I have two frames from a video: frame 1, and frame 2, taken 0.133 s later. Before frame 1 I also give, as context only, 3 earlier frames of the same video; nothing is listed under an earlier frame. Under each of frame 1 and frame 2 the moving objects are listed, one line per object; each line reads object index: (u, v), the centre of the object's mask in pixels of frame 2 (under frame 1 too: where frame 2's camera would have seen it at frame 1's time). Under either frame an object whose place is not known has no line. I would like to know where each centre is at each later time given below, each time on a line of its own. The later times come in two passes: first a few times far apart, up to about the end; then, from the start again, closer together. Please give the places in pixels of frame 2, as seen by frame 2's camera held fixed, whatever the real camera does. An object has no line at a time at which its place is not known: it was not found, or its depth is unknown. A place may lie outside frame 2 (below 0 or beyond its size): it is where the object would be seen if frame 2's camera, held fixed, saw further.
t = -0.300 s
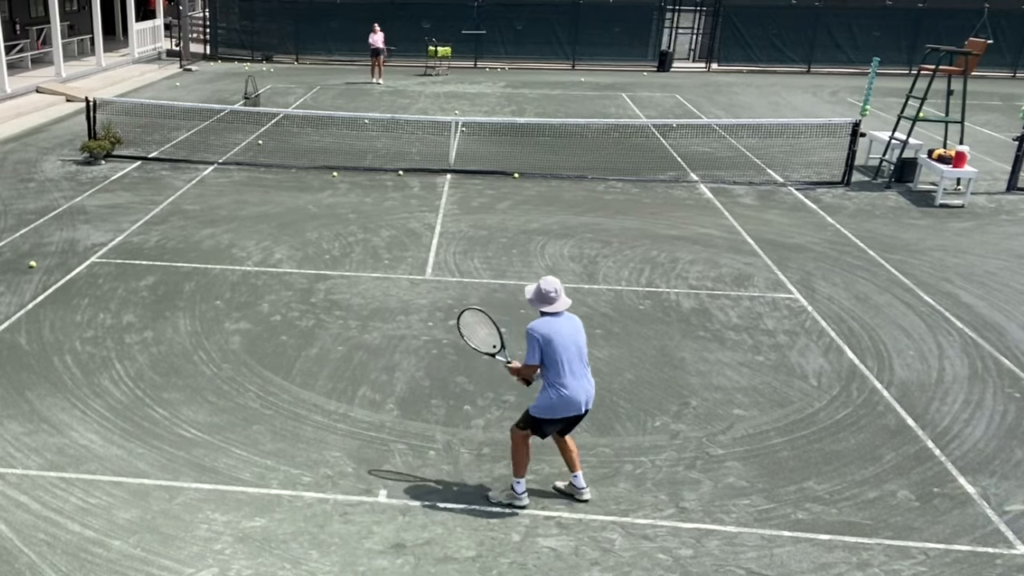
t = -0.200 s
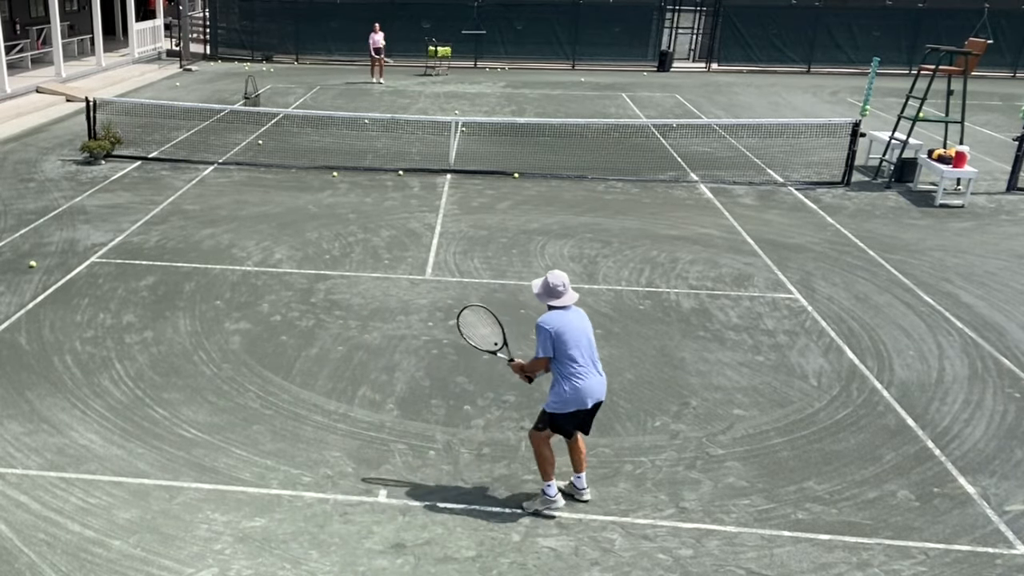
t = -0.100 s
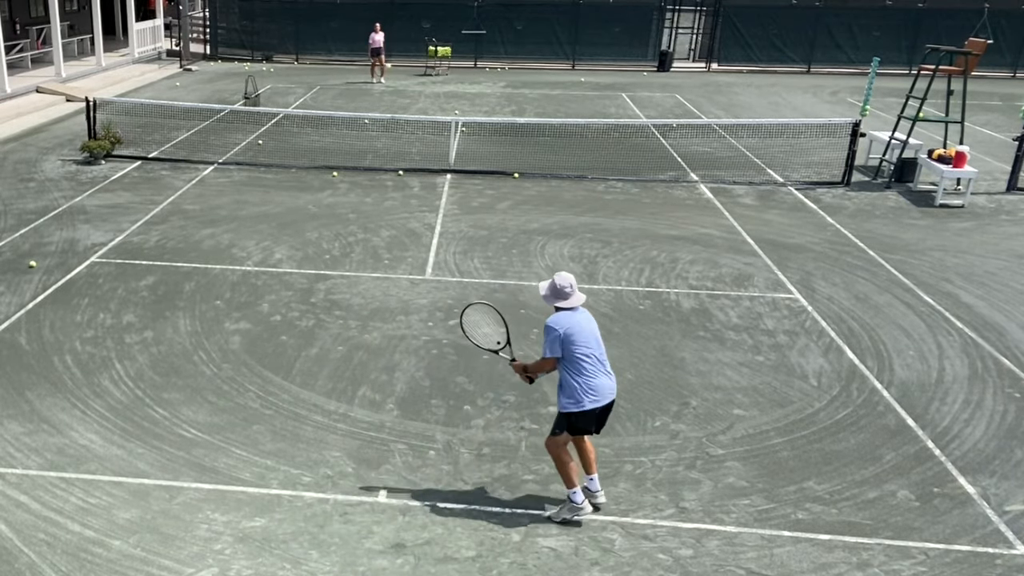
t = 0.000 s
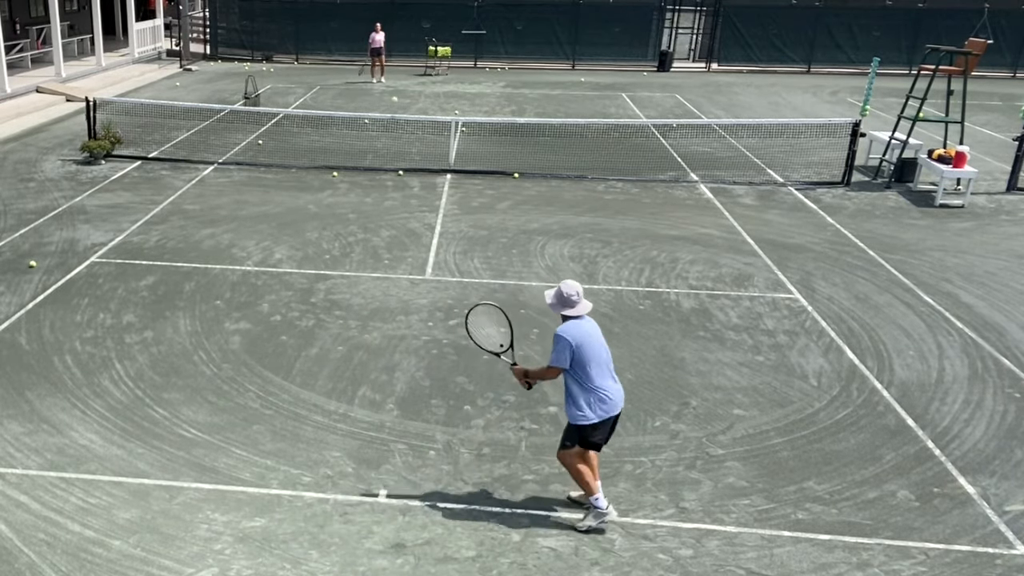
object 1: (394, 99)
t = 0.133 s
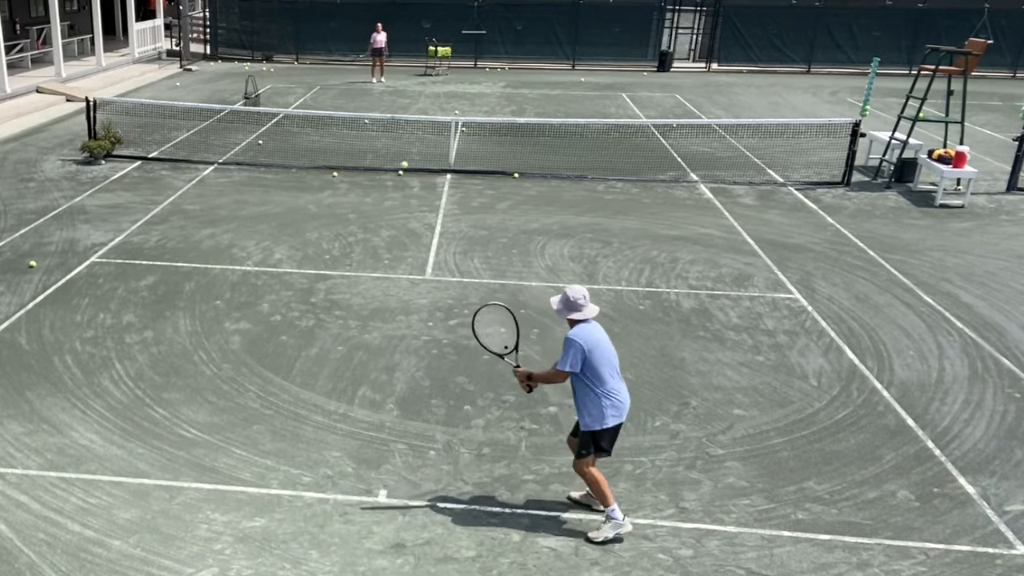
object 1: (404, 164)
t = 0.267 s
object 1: (414, 258)
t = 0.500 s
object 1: (436, 309)
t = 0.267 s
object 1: (414, 258)
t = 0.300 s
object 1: (418, 286)
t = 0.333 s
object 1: (420, 318)
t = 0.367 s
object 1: (422, 342)
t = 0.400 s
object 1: (427, 332)
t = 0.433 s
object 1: (430, 324)
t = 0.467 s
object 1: (432, 316)
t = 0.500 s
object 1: (436, 309)
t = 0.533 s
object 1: (439, 303)
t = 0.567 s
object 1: (443, 299)
